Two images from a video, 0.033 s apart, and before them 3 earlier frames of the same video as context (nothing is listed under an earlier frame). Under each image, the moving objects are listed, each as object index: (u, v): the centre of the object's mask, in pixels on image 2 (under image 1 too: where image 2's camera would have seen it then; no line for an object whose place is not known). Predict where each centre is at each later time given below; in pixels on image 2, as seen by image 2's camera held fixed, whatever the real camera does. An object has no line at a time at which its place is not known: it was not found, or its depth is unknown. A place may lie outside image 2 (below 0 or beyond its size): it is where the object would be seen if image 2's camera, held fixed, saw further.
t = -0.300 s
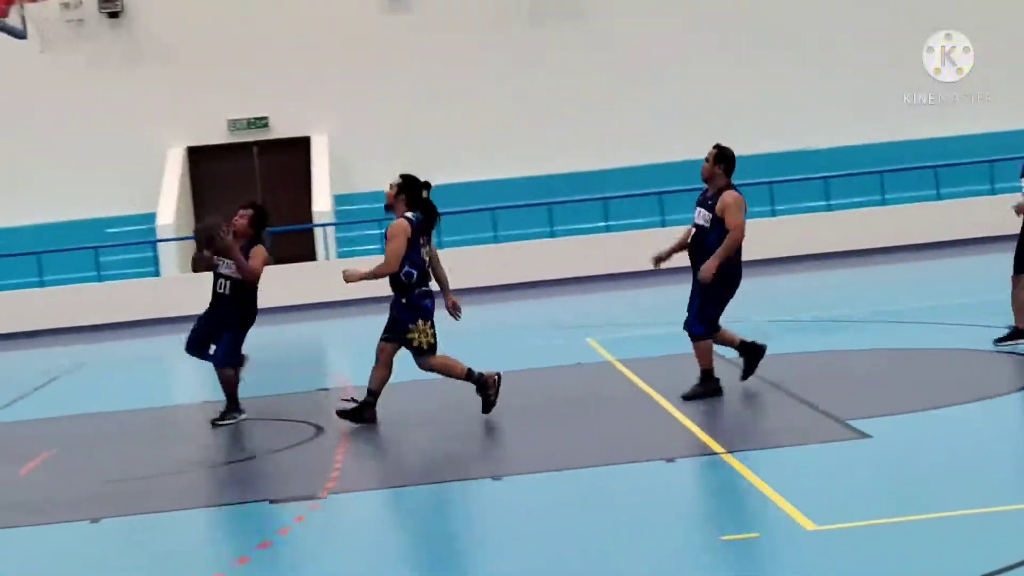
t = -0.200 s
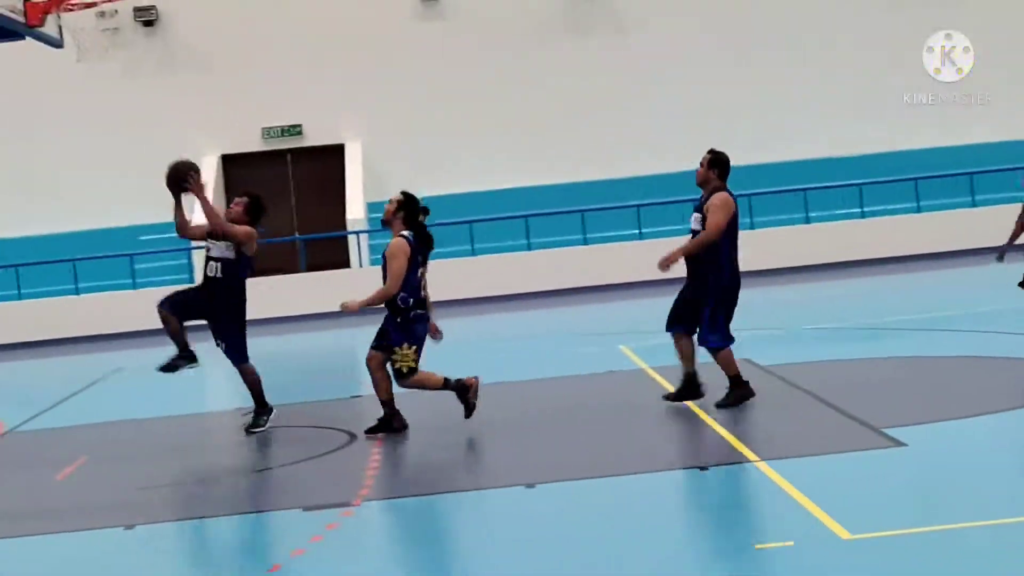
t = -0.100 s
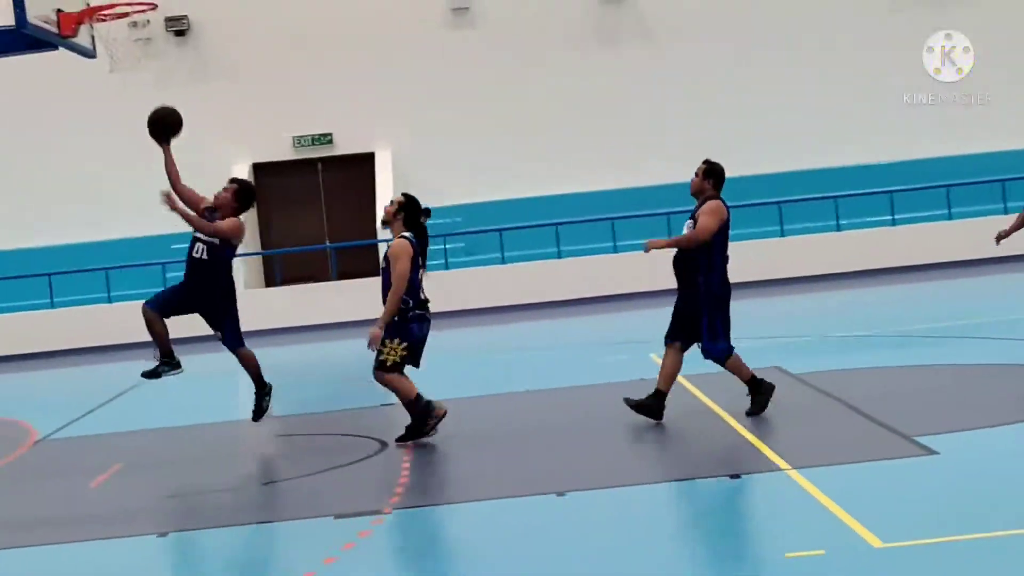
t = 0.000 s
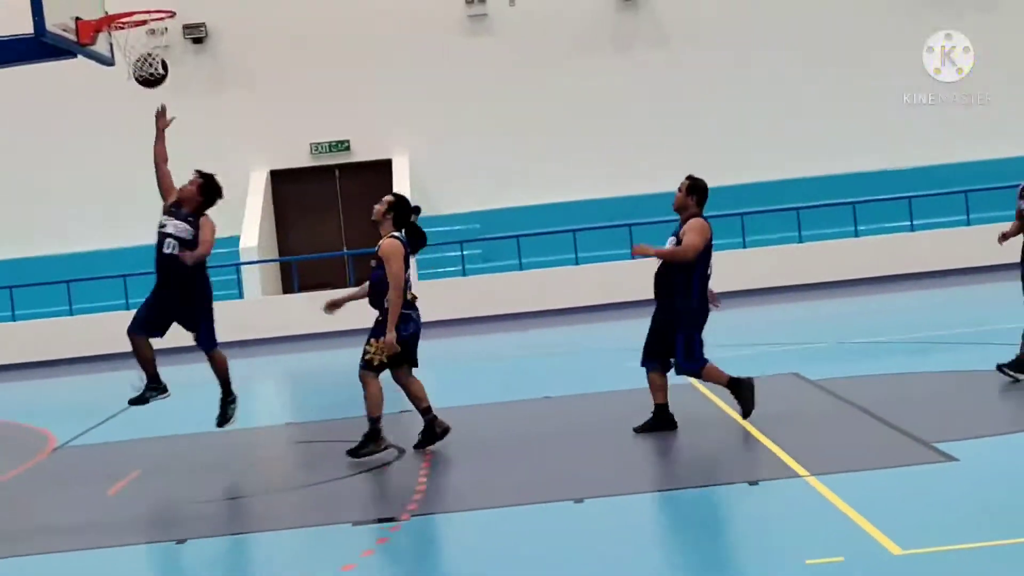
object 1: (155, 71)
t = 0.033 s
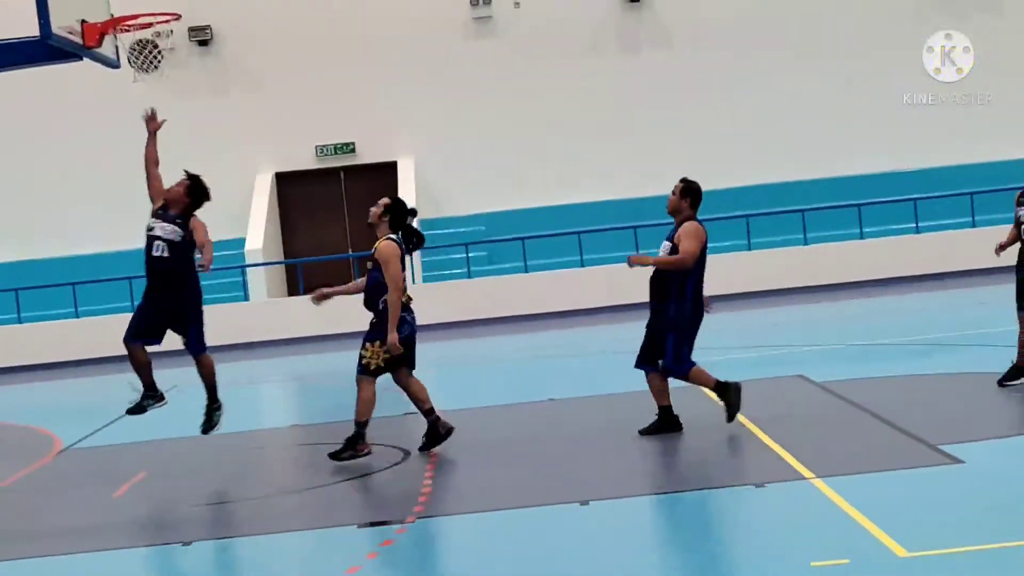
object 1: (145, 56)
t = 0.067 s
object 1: (137, 43)
